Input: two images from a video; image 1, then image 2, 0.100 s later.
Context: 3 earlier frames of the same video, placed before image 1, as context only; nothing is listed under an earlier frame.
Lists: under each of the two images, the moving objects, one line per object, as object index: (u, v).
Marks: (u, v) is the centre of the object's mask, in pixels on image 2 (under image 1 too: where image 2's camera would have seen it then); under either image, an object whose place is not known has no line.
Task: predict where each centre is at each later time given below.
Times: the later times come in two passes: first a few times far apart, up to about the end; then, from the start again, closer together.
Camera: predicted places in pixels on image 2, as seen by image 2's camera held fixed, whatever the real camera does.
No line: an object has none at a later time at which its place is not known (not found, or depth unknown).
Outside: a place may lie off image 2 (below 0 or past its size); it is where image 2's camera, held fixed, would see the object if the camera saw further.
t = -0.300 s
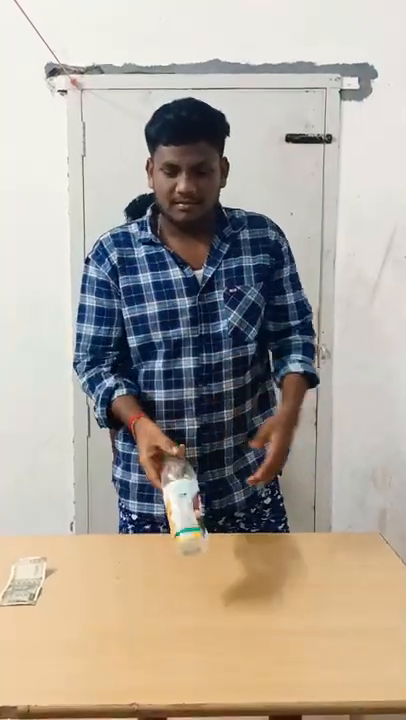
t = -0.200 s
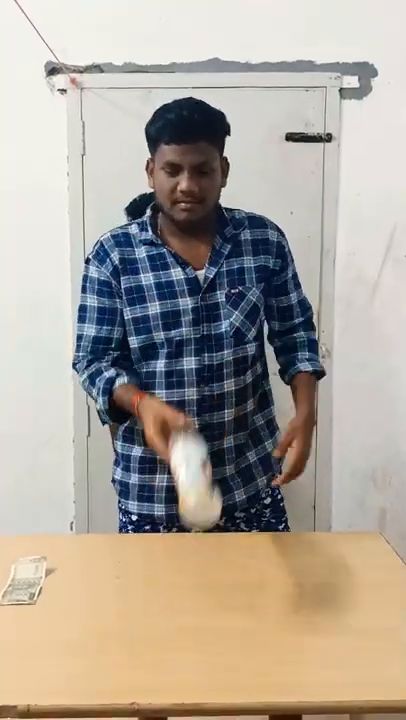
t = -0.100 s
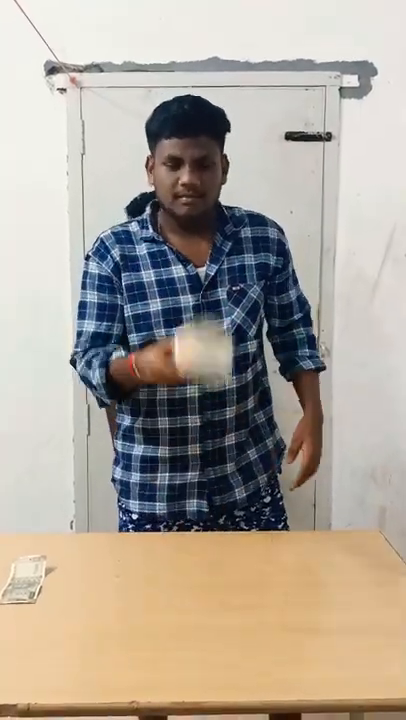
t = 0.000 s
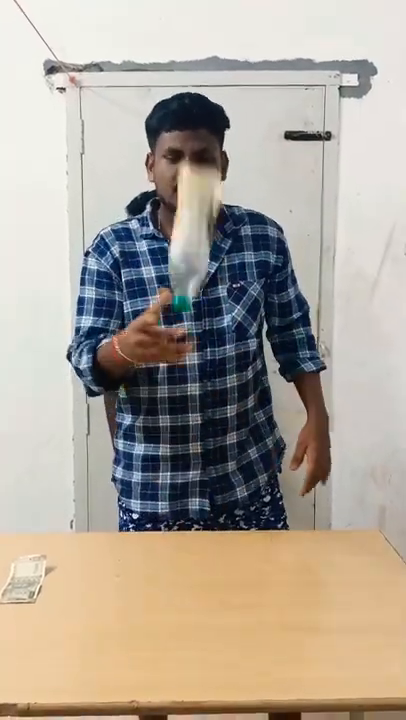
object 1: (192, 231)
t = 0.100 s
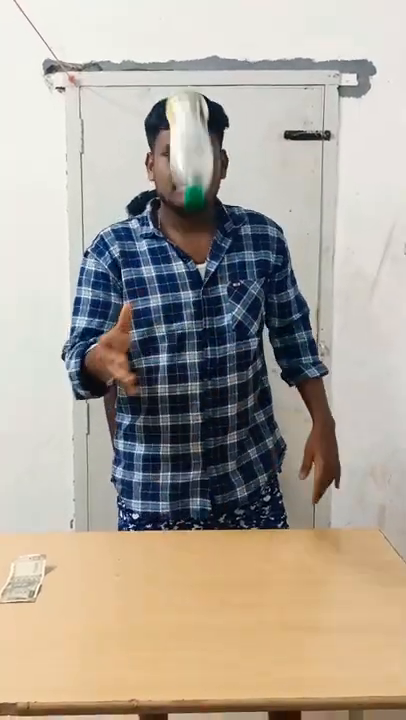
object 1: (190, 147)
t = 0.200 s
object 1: (186, 106)
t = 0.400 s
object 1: (172, 226)
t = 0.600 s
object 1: (160, 492)
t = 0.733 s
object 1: (155, 495)
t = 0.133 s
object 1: (189, 125)
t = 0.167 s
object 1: (187, 112)
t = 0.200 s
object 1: (186, 106)
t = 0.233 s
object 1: (183, 111)
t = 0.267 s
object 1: (182, 120)
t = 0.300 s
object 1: (179, 139)
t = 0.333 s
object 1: (177, 163)
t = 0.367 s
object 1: (175, 192)
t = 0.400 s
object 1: (172, 226)
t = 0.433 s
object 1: (169, 268)
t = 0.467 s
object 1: (167, 312)
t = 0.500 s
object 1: (164, 361)
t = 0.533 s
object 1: (163, 412)
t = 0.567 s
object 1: (161, 466)
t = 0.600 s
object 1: (160, 492)
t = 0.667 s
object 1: (159, 491)
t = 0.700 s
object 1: (156, 492)
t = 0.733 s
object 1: (155, 495)
